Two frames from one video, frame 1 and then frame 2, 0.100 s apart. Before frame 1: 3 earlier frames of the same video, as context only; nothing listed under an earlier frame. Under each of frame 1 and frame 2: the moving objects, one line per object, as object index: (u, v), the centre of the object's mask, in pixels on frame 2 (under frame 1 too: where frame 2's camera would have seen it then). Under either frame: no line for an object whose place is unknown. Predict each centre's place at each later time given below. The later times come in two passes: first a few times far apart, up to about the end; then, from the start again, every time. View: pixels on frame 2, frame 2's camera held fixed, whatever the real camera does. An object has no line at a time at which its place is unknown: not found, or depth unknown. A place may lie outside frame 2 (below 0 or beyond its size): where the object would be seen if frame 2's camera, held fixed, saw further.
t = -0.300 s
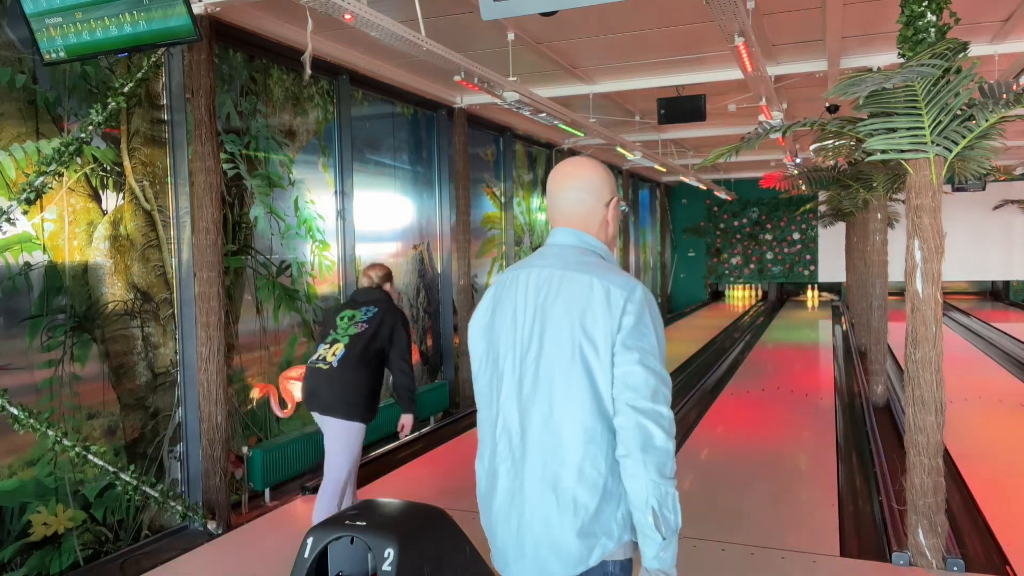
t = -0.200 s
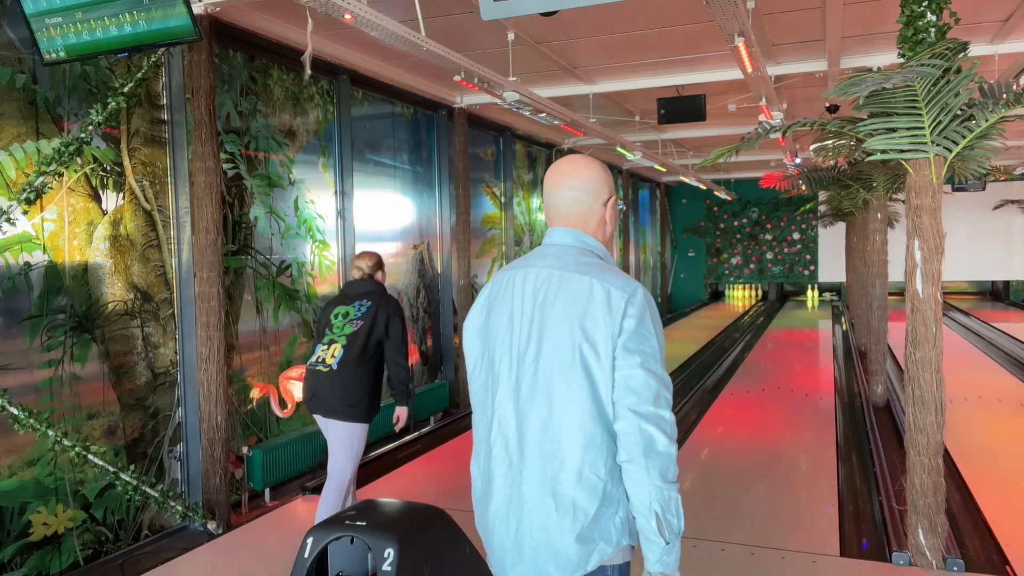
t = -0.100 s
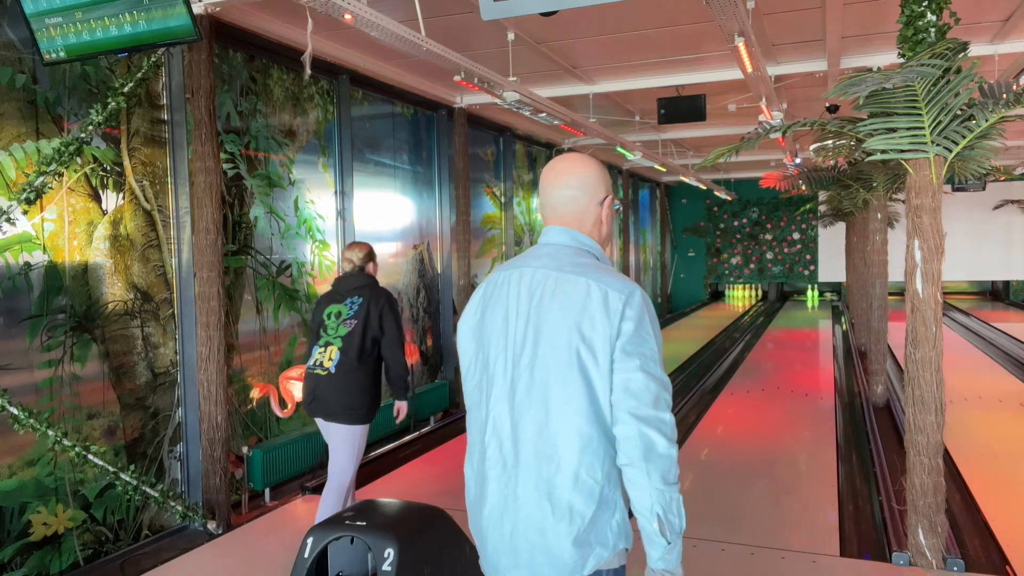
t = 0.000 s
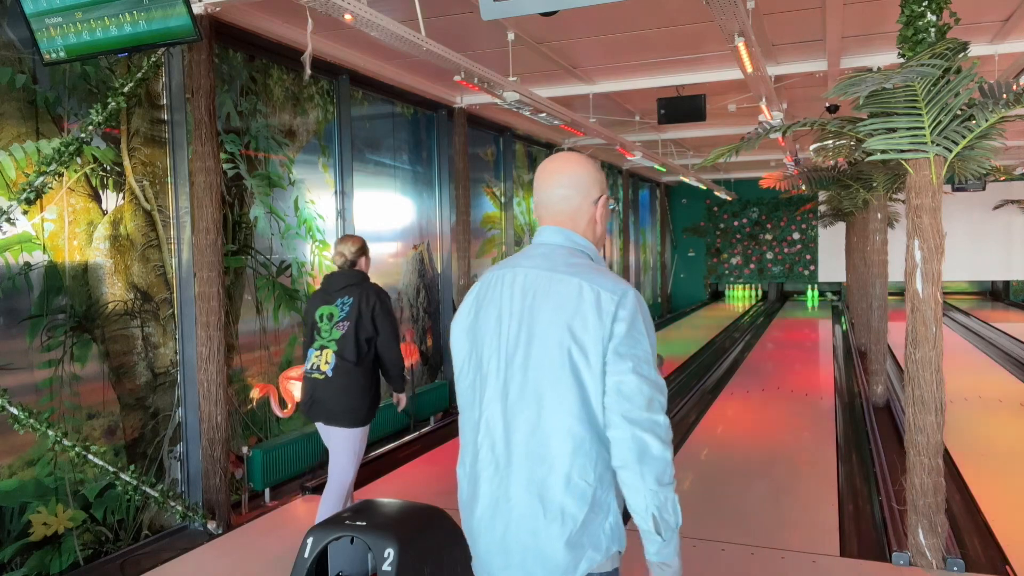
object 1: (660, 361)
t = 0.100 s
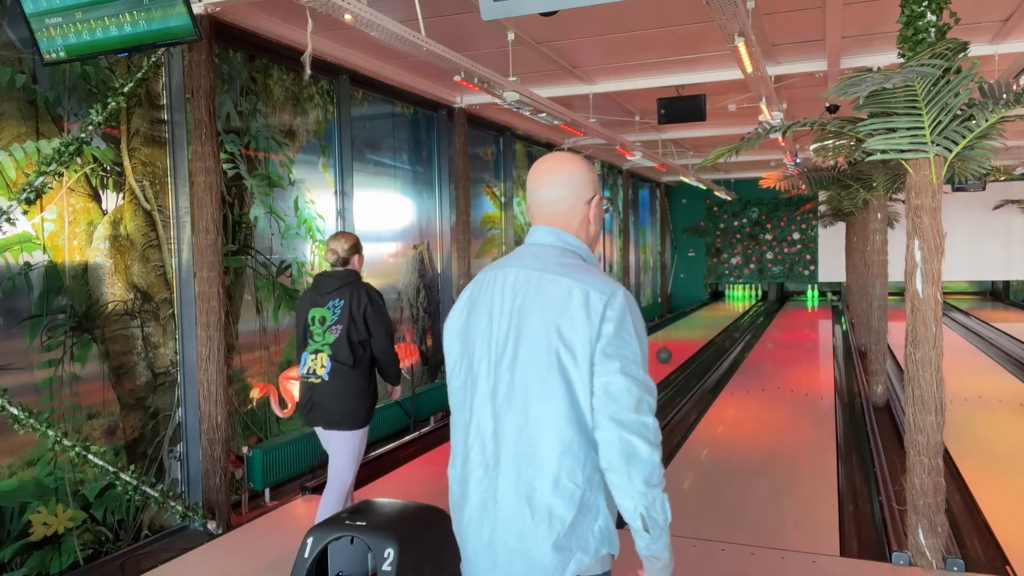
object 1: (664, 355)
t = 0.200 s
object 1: (671, 350)
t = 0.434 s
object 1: (686, 339)
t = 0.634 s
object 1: (695, 331)
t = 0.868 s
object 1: (703, 324)
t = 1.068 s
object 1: (709, 319)
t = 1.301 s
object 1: (714, 314)
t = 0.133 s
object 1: (666, 353)
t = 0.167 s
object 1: (669, 351)
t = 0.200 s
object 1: (671, 350)
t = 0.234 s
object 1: (674, 348)
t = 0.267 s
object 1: (676, 346)
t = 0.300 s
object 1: (679, 344)
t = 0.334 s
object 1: (680, 343)
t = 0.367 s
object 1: (682, 341)
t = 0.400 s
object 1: (684, 340)
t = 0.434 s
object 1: (686, 339)
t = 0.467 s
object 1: (688, 337)
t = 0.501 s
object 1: (689, 336)
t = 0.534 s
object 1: (691, 334)
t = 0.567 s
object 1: (692, 333)
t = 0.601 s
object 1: (694, 332)
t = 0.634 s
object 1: (695, 331)
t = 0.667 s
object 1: (696, 330)
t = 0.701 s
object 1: (698, 329)
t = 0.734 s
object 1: (699, 327)
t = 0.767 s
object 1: (700, 326)
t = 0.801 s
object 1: (701, 326)
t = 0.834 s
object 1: (702, 325)
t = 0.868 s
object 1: (703, 324)
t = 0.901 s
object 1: (704, 322)
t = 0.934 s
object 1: (705, 322)
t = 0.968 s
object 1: (706, 321)
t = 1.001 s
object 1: (707, 320)
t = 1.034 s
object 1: (708, 319)
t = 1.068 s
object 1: (709, 319)
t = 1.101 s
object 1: (710, 318)
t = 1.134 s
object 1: (711, 317)
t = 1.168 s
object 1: (712, 317)
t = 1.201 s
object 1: (712, 316)
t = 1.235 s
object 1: (713, 315)
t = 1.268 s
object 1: (713, 314)
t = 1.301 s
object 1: (714, 314)
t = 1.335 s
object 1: (715, 313)
